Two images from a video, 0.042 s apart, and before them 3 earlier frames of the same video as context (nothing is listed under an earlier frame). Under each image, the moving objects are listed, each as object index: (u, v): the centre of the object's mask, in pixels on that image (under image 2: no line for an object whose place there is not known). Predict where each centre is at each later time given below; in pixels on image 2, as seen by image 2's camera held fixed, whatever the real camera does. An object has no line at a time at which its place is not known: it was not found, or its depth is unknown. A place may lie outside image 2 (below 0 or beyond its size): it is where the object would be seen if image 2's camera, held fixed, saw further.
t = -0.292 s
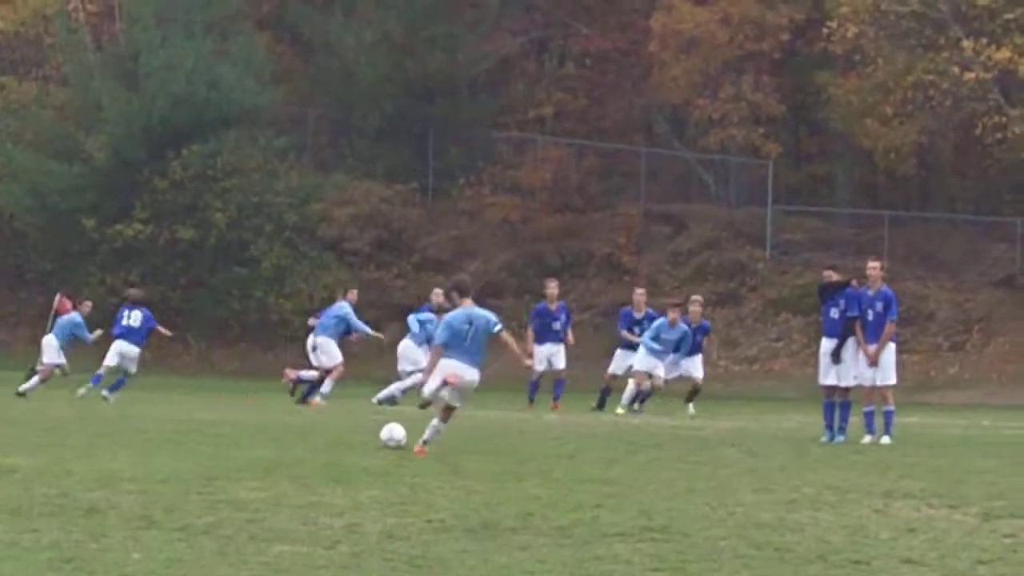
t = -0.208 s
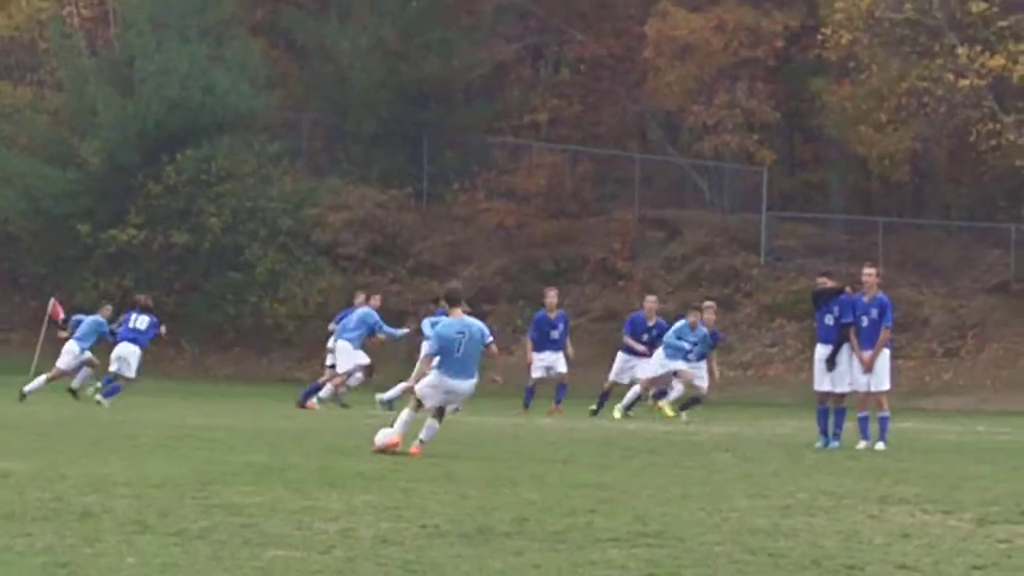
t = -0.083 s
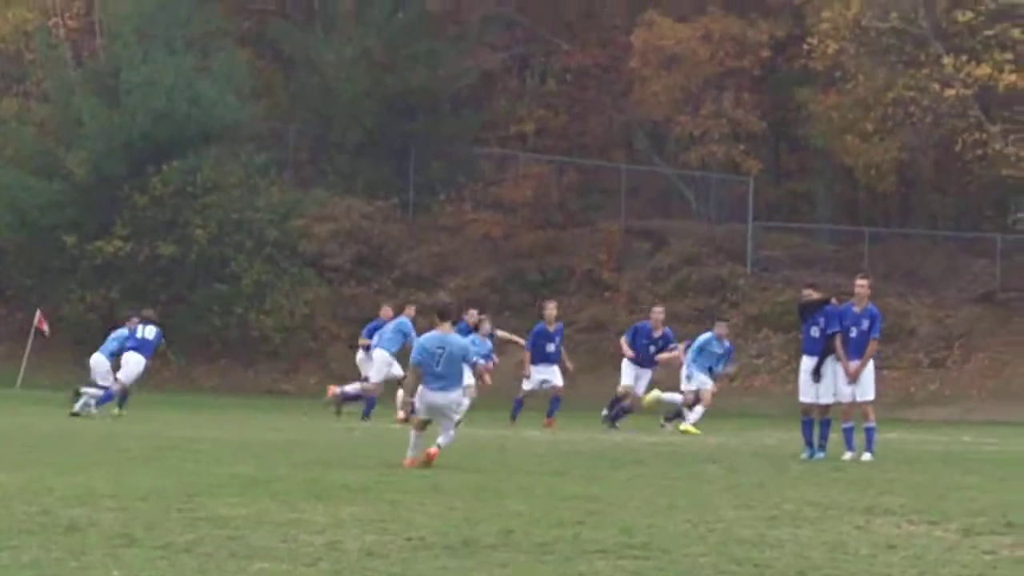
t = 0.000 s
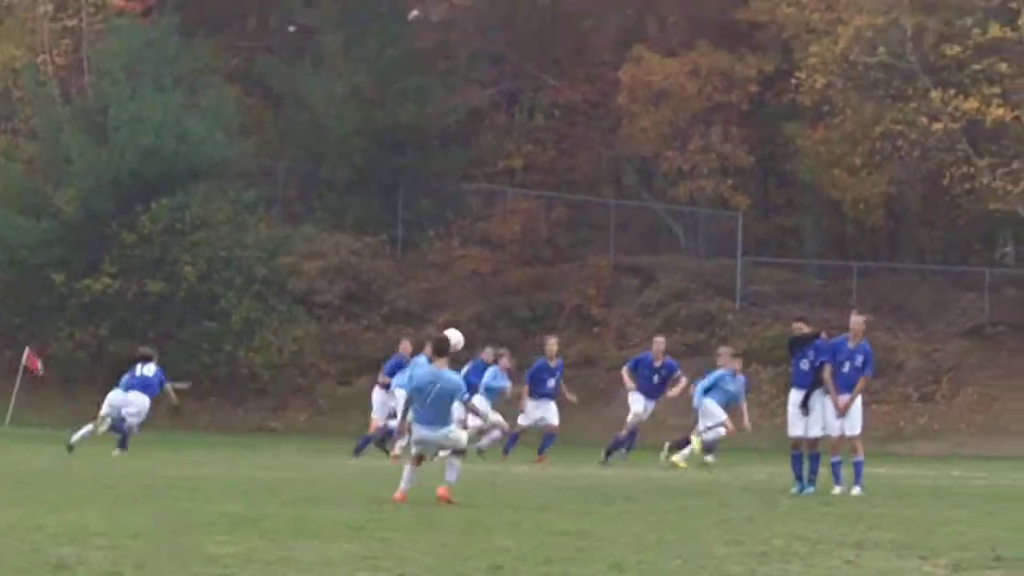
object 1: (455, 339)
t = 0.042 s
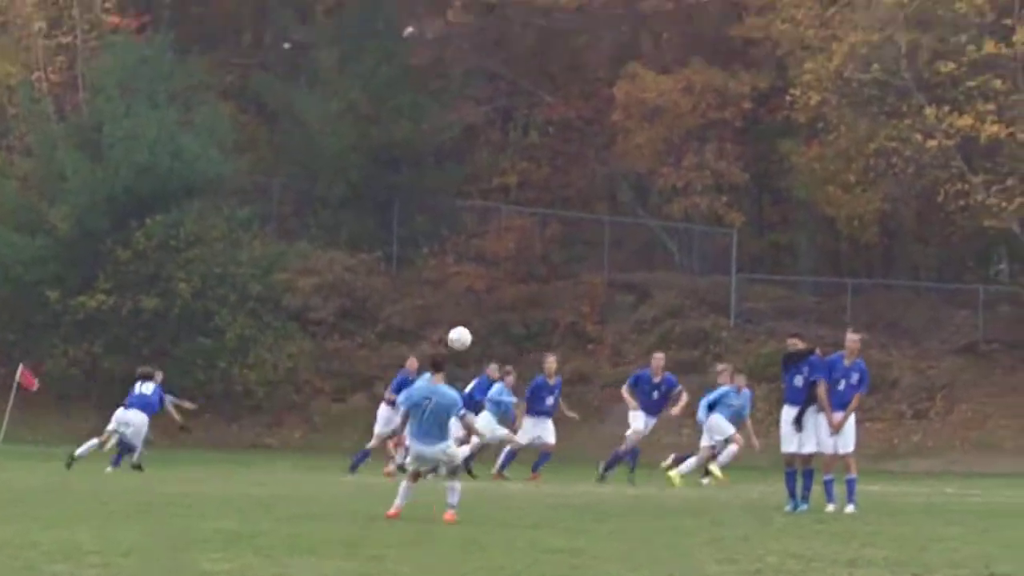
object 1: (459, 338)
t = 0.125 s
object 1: (492, 296)
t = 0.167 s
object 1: (511, 274)
